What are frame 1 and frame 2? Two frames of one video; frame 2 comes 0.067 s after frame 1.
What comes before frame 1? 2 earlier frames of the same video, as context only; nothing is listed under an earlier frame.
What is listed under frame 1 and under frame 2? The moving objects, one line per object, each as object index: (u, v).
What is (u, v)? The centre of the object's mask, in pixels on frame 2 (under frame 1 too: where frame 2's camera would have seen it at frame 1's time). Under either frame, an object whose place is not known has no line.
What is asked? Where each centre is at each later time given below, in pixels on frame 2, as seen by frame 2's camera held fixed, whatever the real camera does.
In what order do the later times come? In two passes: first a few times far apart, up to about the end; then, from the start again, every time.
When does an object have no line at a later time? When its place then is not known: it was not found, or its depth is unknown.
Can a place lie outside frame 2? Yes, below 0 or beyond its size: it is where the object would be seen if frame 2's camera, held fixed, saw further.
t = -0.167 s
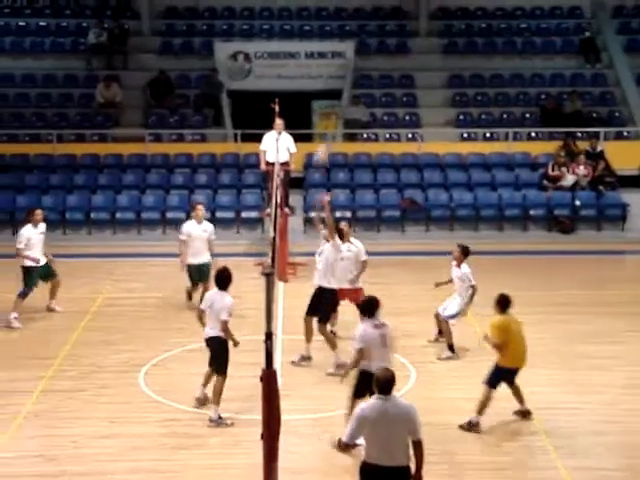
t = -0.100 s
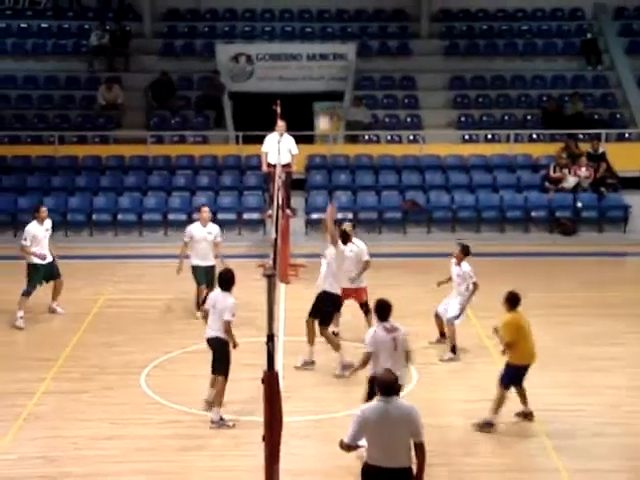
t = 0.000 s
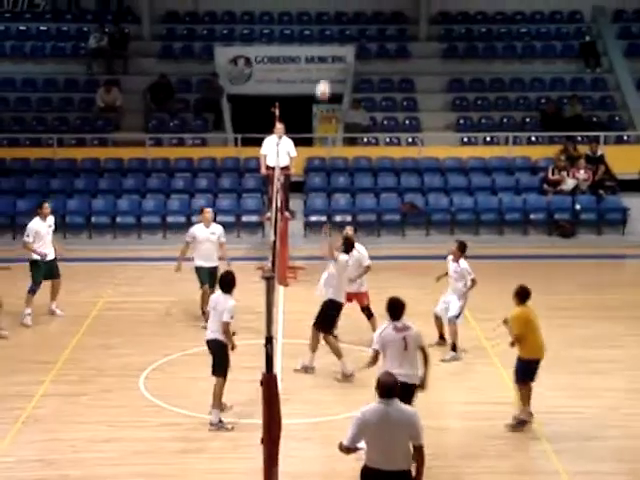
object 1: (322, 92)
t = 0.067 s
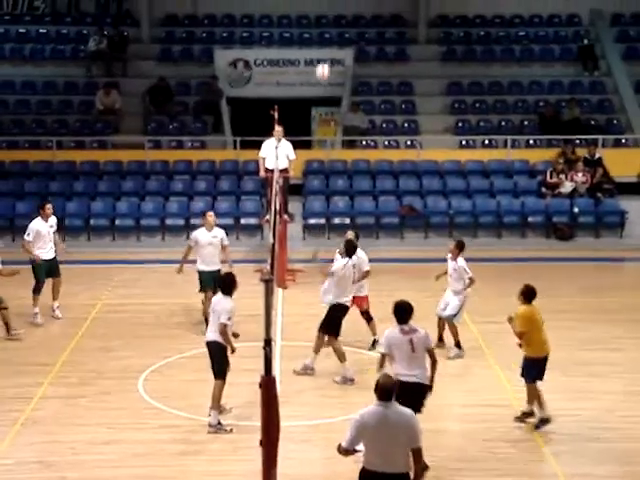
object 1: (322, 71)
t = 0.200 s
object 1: (324, 41)
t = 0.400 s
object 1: (327, 21)
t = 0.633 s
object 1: (330, 34)
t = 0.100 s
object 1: (322, 63)
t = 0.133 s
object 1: (323, 54)
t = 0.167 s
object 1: (323, 46)
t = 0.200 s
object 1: (324, 41)
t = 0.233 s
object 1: (325, 36)
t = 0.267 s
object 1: (325, 31)
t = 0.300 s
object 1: (326, 27)
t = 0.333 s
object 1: (326, 25)
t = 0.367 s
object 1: (327, 23)
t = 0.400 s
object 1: (327, 21)
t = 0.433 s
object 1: (327, 21)
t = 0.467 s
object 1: (328, 21)
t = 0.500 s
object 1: (328, 22)
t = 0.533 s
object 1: (328, 24)
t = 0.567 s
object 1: (329, 27)
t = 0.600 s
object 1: (329, 31)
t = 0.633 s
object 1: (330, 34)
